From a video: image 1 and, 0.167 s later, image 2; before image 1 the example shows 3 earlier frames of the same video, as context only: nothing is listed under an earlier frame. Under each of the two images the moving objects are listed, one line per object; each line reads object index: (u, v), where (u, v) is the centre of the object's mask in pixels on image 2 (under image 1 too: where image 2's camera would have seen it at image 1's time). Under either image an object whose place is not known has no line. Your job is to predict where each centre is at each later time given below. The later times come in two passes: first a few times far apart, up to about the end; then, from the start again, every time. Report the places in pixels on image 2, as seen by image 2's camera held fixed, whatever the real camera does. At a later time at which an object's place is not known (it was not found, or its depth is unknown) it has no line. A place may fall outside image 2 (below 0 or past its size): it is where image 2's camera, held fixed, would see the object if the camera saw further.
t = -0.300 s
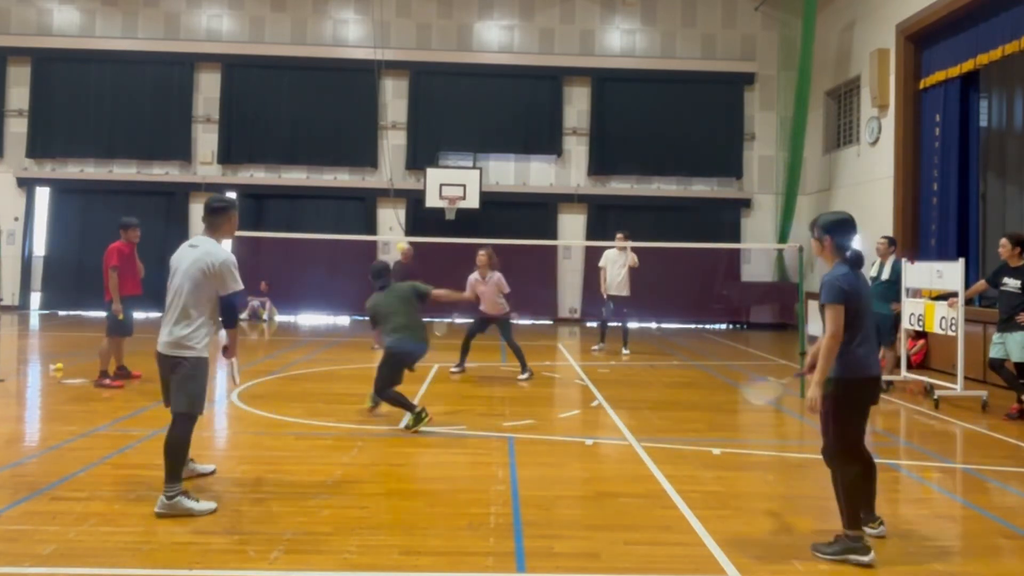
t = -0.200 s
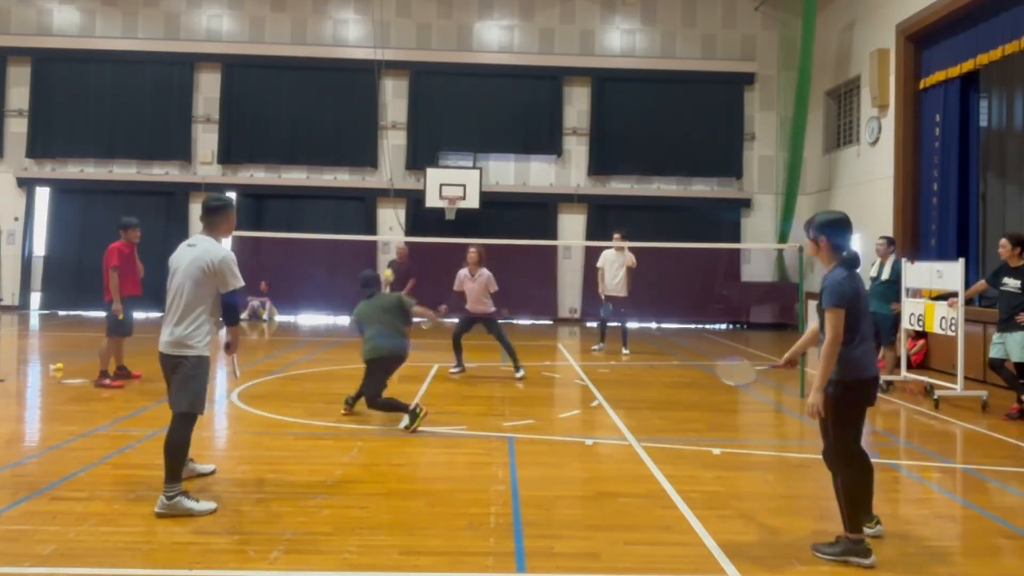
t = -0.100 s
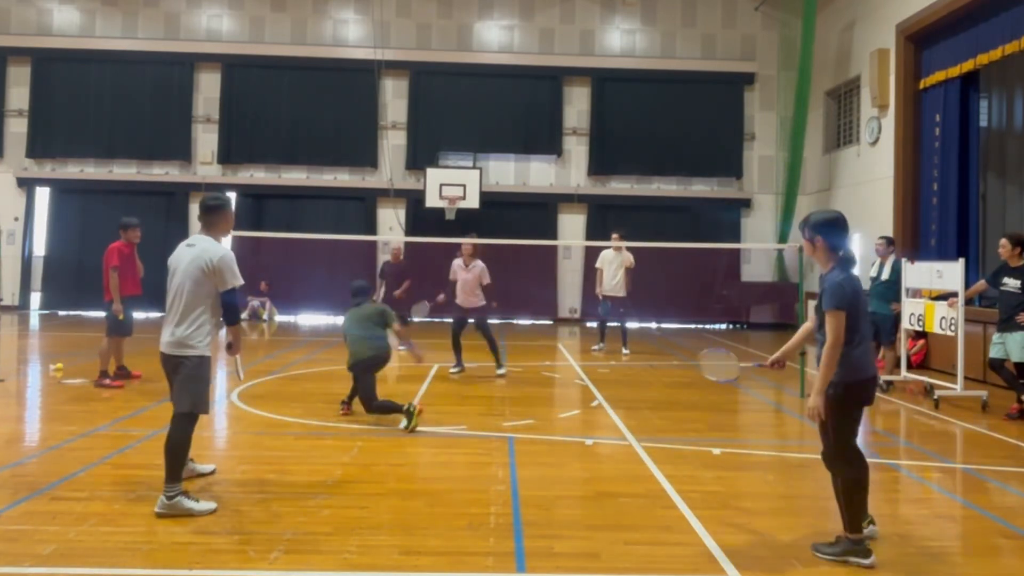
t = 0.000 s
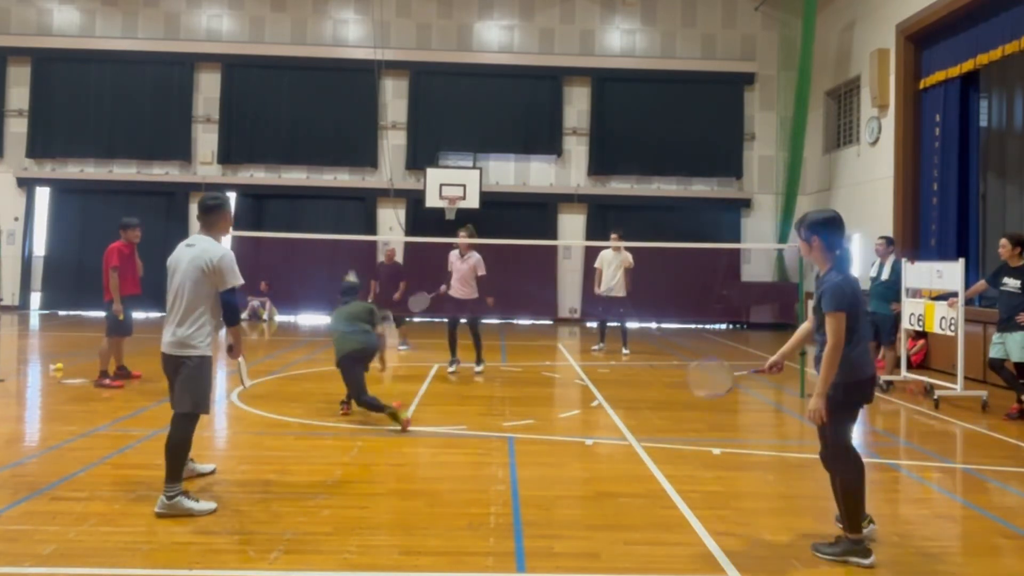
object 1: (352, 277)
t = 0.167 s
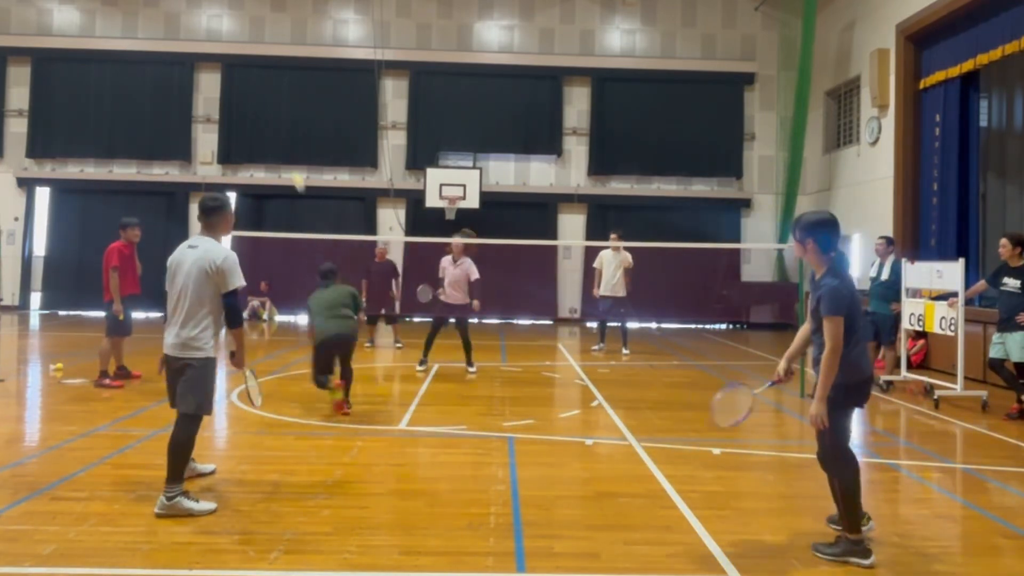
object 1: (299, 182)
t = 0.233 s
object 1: (278, 152)
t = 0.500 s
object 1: (194, 89)
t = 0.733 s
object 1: (119, 120)
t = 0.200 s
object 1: (287, 164)
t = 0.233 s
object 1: (278, 152)
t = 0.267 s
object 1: (268, 139)
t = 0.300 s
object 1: (258, 128)
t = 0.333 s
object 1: (247, 118)
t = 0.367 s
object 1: (237, 109)
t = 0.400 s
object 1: (227, 102)
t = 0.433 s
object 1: (216, 96)
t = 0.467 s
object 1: (205, 92)
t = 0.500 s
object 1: (194, 89)
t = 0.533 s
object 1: (184, 89)
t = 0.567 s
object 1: (173, 89)
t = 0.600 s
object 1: (163, 92)
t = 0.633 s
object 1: (151, 96)
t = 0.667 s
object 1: (141, 102)
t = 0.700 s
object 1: (130, 110)
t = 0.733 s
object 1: (119, 120)
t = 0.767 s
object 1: (108, 131)
